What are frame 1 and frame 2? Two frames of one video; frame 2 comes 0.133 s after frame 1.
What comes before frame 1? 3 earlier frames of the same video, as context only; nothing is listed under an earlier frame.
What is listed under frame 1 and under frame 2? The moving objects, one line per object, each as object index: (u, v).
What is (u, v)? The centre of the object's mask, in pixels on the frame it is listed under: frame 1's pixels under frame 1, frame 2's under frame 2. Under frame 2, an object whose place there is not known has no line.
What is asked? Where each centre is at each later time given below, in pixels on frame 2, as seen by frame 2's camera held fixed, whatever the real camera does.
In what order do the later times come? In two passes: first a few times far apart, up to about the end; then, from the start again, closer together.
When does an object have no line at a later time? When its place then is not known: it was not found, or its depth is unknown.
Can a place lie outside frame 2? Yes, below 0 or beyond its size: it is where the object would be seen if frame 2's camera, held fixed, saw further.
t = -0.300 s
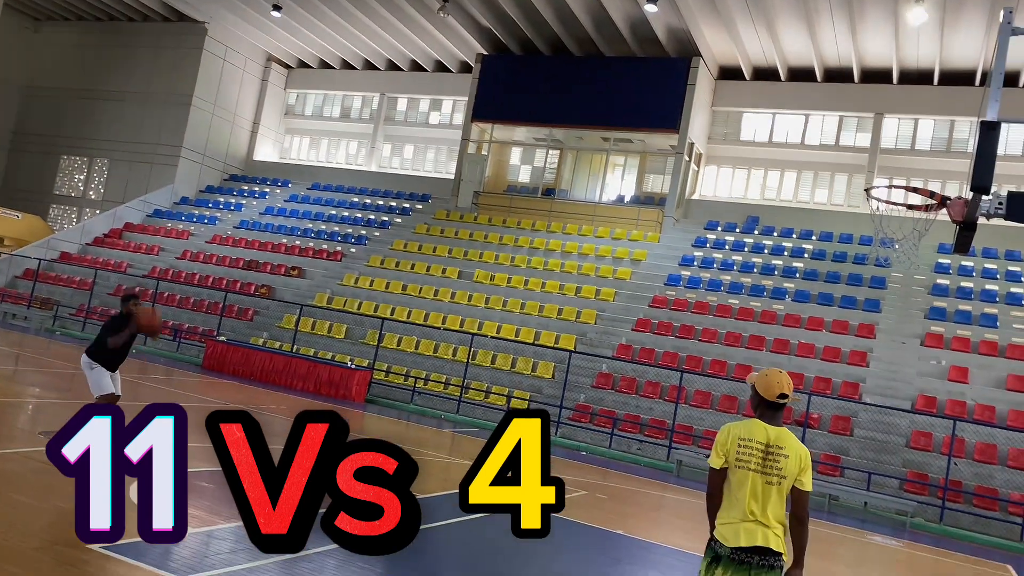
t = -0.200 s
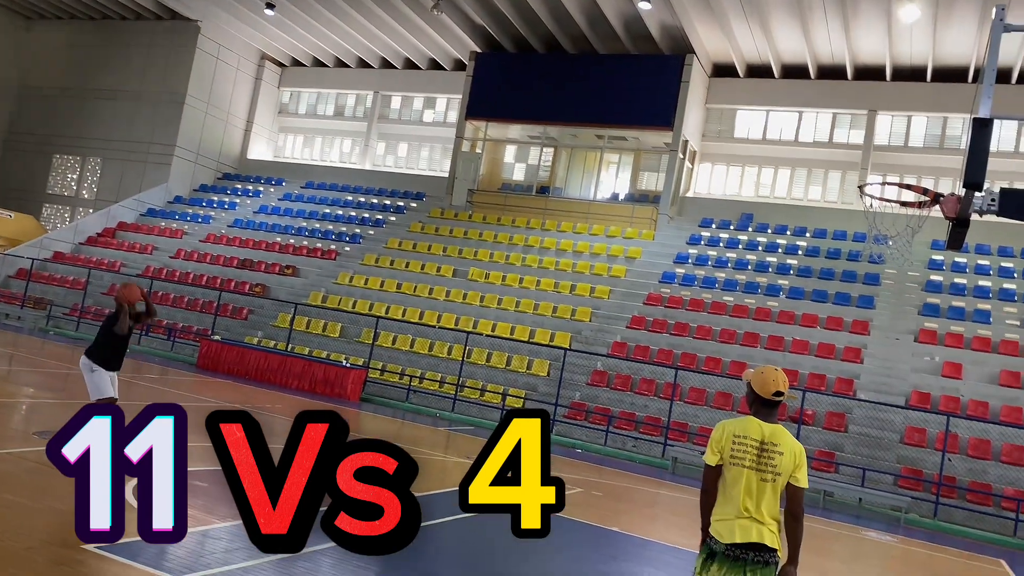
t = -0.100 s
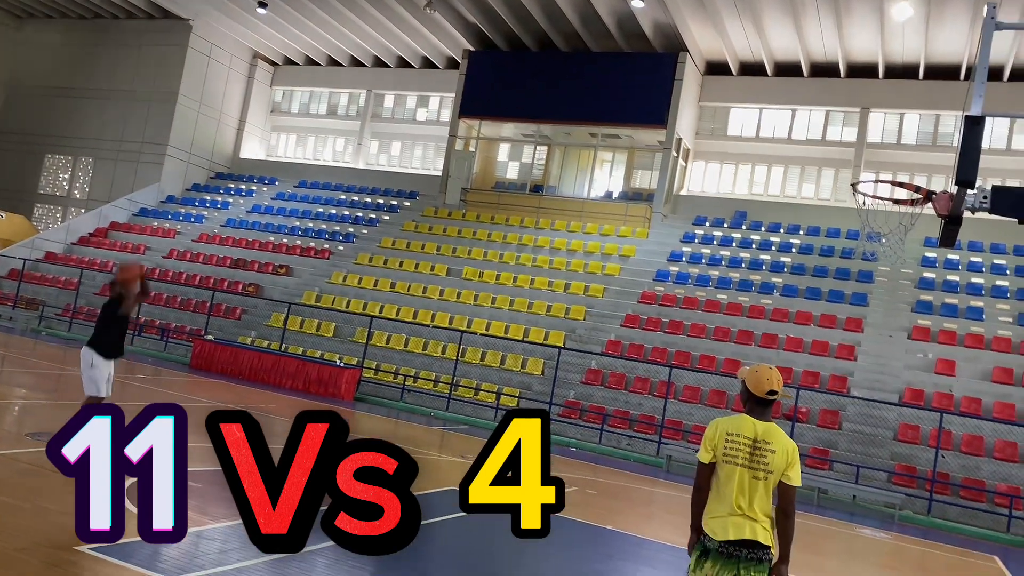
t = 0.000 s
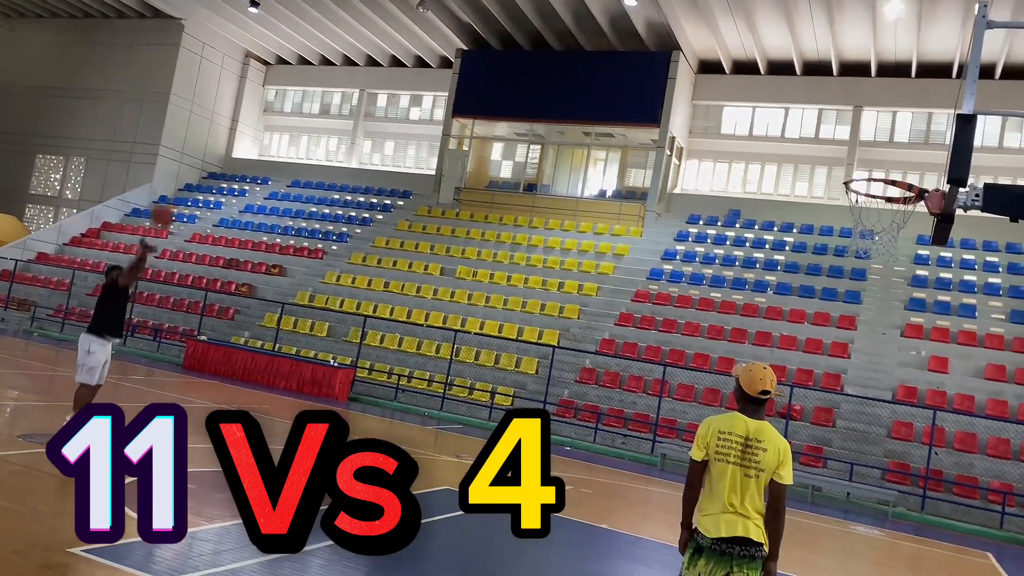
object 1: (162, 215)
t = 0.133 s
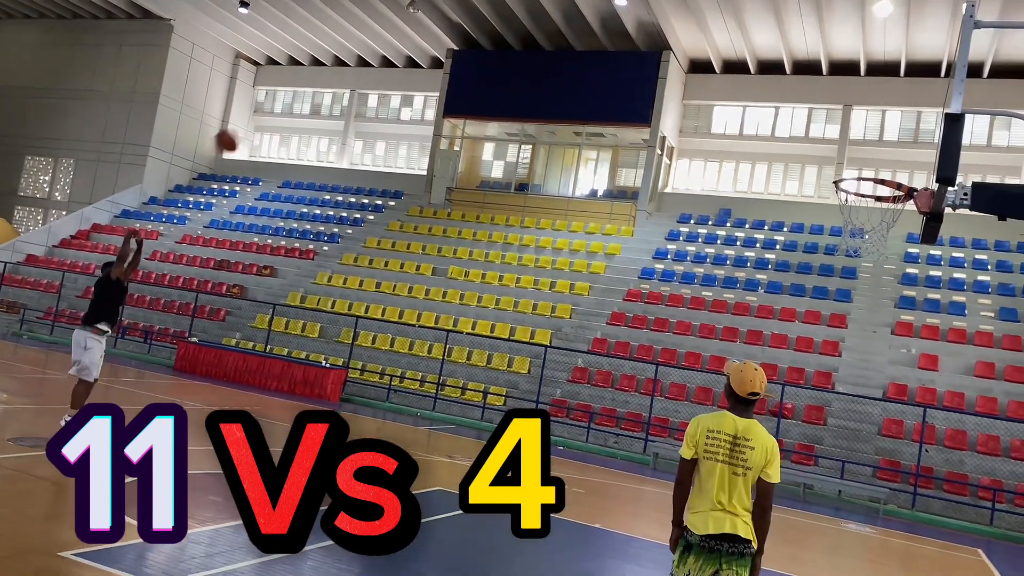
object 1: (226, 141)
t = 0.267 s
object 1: (302, 80)
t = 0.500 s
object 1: (431, 10)
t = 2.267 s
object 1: (617, 345)
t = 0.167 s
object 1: (246, 124)
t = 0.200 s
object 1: (264, 109)
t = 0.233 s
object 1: (282, 94)
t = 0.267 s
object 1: (302, 80)
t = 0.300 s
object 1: (319, 68)
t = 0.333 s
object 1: (338, 56)
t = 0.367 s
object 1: (355, 45)
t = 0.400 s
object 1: (375, 34)
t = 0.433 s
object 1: (393, 26)
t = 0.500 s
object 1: (431, 10)
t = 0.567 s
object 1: (468, 0)
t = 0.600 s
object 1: (488, -4)
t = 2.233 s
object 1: (624, 352)
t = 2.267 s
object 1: (617, 345)
